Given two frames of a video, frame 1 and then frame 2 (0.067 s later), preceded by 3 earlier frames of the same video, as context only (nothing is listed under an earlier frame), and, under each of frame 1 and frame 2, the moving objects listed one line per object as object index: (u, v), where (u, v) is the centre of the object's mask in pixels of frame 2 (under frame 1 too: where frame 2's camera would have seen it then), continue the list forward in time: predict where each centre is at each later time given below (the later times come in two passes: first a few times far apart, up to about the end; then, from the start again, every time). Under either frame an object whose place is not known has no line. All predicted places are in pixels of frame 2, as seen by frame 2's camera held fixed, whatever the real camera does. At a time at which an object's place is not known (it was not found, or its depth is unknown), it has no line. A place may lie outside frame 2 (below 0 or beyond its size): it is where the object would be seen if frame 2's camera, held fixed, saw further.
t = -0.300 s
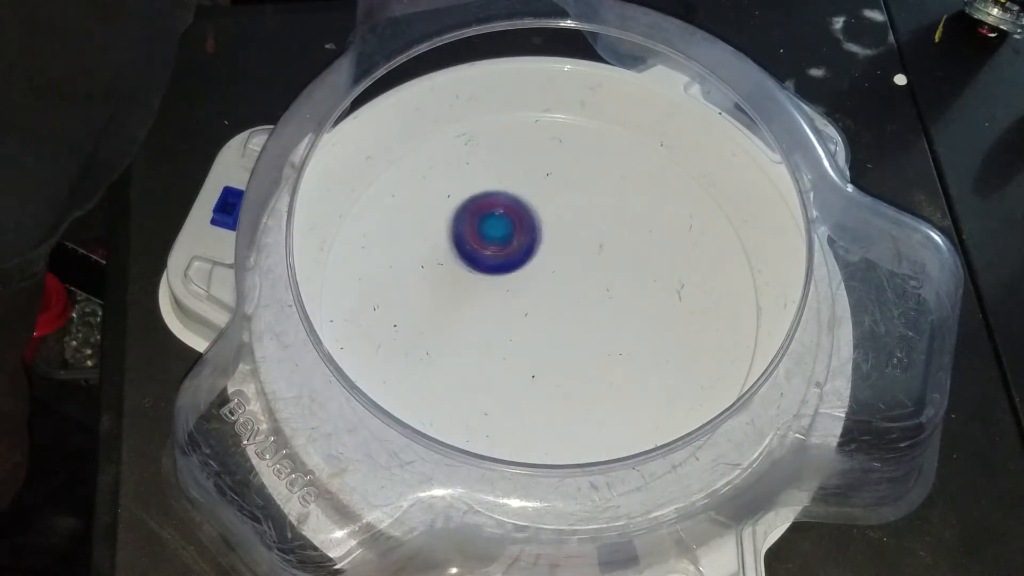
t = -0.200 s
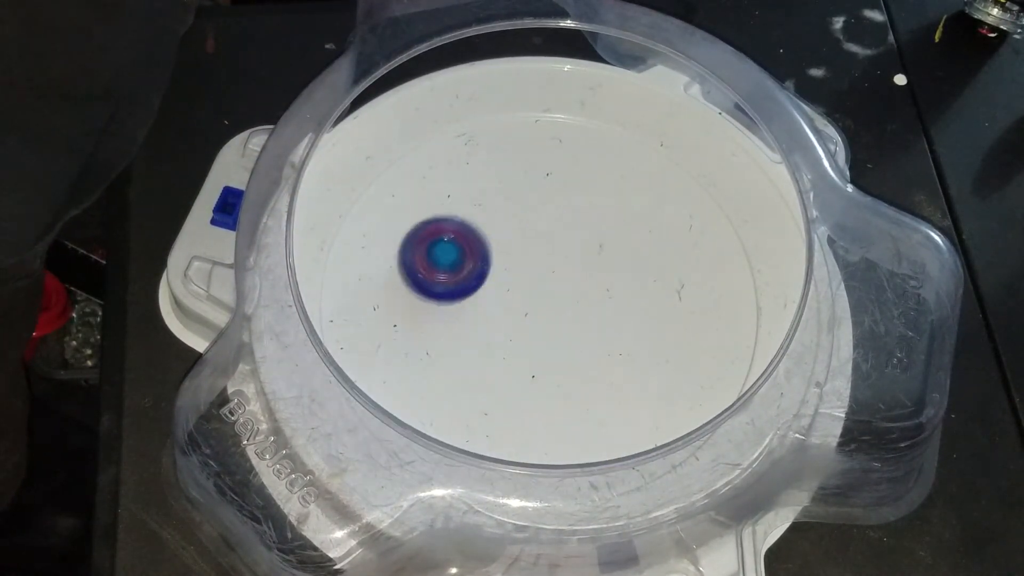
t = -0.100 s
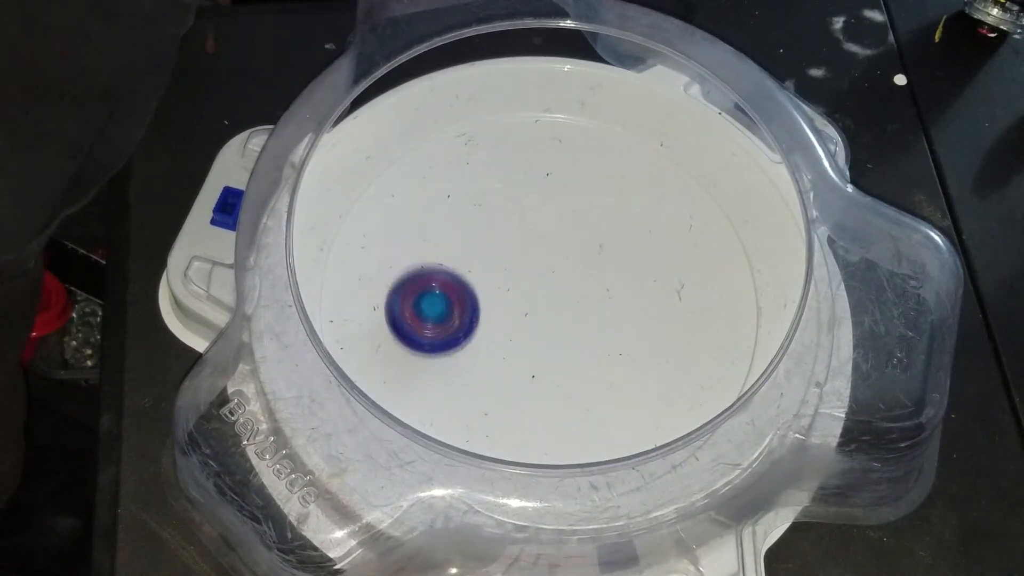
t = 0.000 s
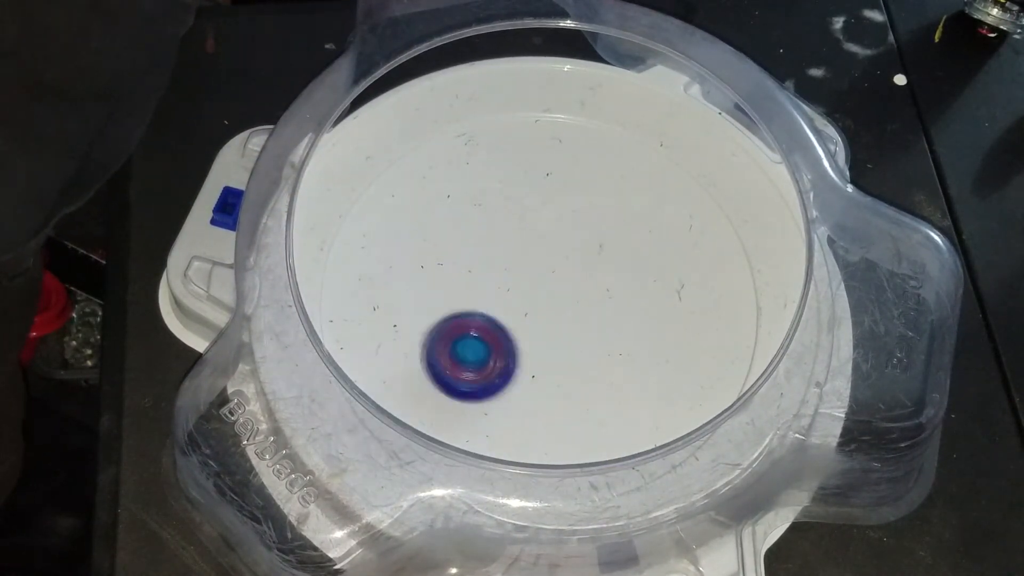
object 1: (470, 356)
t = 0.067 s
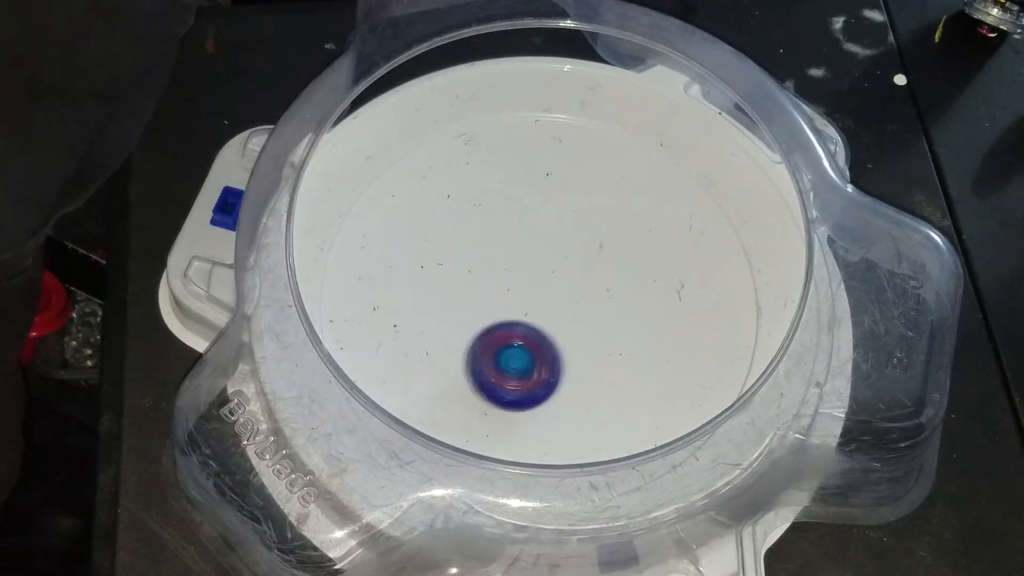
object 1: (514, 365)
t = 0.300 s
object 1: (597, 273)
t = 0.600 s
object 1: (462, 240)
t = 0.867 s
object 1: (525, 361)
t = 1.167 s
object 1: (613, 260)
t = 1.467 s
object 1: (467, 276)
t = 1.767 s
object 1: (567, 377)
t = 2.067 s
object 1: (572, 252)
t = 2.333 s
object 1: (446, 299)
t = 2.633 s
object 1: (566, 366)
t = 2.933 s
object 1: (546, 236)
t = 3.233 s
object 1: (449, 309)
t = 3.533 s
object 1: (590, 327)
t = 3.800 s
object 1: (541, 232)
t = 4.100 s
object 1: (480, 331)
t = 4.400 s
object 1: (601, 317)
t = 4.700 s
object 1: (507, 260)
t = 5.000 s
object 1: (510, 352)
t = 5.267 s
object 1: (572, 305)
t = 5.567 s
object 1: (499, 274)
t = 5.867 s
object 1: (516, 326)
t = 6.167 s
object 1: (546, 283)
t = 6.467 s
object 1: (503, 297)
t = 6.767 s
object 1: (551, 310)
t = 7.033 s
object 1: (528, 284)
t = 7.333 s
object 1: (523, 320)
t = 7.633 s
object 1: (543, 299)
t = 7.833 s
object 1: (515, 293)
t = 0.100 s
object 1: (537, 362)
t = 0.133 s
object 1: (557, 354)
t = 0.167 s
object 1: (575, 342)
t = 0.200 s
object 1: (588, 327)
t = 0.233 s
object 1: (596, 309)
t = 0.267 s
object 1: (600, 291)
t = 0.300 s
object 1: (597, 273)
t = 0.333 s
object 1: (591, 256)
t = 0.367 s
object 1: (581, 241)
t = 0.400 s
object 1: (566, 229)
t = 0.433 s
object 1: (551, 221)
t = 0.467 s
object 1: (531, 216)
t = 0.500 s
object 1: (513, 215)
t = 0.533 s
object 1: (493, 219)
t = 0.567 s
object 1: (476, 227)
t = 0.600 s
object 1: (462, 240)
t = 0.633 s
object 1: (451, 257)
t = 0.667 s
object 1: (448, 275)
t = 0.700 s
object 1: (448, 296)
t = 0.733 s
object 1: (456, 315)
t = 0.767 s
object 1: (468, 333)
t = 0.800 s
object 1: (484, 346)
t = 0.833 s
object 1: (505, 356)
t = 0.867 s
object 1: (525, 361)
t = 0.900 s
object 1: (548, 361)
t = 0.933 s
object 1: (569, 358)
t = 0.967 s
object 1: (586, 351)
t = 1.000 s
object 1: (603, 339)
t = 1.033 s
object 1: (614, 325)
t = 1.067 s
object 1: (621, 309)
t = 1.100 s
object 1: (623, 292)
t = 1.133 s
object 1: (620, 276)
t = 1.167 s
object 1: (613, 260)
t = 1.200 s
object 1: (602, 246)
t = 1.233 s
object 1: (587, 236)
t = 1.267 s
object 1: (568, 229)
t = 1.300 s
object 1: (549, 227)
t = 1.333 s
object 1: (529, 229)
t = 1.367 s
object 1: (508, 234)
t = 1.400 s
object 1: (491, 245)
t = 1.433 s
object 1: (477, 259)
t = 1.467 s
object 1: (467, 276)
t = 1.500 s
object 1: (463, 294)
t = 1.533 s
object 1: (463, 313)
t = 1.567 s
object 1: (467, 331)
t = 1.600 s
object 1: (478, 348)
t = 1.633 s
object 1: (492, 362)
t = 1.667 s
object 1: (508, 371)
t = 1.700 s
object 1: (529, 377)
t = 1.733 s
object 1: (548, 379)
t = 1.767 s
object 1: (567, 377)
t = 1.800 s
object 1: (585, 369)
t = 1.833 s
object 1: (600, 358)
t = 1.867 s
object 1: (610, 344)
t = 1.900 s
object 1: (616, 327)
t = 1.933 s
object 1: (617, 310)
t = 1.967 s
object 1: (612, 292)
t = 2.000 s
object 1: (602, 277)
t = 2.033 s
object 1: (588, 263)
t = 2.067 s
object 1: (572, 252)
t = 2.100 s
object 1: (554, 245)
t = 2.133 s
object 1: (532, 243)
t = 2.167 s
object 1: (511, 243)
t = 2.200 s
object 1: (493, 248)
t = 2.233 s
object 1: (476, 256)
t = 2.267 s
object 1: (461, 268)
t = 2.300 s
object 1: (451, 283)
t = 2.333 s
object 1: (446, 299)
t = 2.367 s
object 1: (445, 317)
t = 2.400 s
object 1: (448, 334)
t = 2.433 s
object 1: (456, 349)
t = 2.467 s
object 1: (471, 362)
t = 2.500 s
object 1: (488, 372)
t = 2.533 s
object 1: (507, 377)
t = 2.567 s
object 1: (527, 378)
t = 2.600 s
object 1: (548, 374)
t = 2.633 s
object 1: (566, 366)
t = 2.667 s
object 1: (581, 354)
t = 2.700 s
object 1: (591, 339)
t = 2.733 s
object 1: (597, 322)
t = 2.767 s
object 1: (598, 303)
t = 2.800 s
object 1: (596, 286)
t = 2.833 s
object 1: (588, 270)
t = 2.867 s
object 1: (576, 256)
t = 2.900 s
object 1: (562, 244)
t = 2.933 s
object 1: (546, 236)
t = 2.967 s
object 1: (529, 231)
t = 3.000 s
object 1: (511, 230)
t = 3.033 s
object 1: (494, 233)
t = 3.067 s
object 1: (478, 238)
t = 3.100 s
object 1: (464, 248)
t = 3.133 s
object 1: (455, 260)
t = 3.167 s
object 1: (449, 275)
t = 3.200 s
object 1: (447, 292)
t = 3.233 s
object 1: (449, 309)
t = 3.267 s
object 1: (457, 325)
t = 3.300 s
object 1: (469, 338)
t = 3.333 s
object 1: (486, 348)
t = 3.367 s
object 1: (506, 355)
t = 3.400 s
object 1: (525, 358)
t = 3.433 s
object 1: (544, 356)
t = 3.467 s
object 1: (562, 349)
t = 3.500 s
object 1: (578, 340)
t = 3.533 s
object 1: (590, 327)
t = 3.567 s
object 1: (598, 313)
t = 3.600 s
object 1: (601, 297)
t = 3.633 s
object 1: (600, 282)
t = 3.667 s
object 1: (595, 267)
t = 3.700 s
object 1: (585, 254)
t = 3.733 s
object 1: (573, 244)
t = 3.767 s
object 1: (557, 236)
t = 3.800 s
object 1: (541, 232)
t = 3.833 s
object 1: (524, 232)
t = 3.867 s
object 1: (508, 236)
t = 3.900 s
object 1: (493, 243)
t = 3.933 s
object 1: (481, 254)
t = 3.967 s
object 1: (472, 269)
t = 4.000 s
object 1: (467, 284)
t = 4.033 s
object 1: (466, 300)
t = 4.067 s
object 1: (471, 317)
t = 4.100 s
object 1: (480, 331)
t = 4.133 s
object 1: (493, 343)
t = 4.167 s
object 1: (508, 352)
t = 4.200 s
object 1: (525, 358)
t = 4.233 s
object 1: (543, 360)
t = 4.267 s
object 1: (560, 358)
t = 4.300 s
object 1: (575, 352)
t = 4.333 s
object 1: (587, 342)
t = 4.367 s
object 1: (596, 331)
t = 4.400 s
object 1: (601, 317)
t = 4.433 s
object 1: (601, 303)
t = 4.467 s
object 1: (598, 289)
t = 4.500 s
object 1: (590, 277)
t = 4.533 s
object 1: (580, 267)
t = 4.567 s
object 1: (567, 260)
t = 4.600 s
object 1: (552, 255)
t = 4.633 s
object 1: (537, 253)
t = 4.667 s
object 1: (521, 255)
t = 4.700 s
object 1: (507, 260)
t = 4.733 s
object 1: (495, 267)
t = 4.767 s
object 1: (485, 277)
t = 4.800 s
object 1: (478, 289)
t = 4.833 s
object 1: (475, 302)
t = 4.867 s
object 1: (475, 315)
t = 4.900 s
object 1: (480, 328)
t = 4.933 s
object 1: (488, 339)
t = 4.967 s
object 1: (498, 347)
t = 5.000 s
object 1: (510, 352)
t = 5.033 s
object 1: (524, 354)
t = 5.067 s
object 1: (536, 353)
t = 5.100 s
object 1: (548, 349)
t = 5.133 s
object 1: (558, 343)
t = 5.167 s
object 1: (566, 335)
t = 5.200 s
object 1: (571, 326)
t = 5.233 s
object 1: (573, 316)
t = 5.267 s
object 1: (572, 305)
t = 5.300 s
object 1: (568, 295)
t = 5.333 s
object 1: (563, 286)
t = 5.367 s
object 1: (555, 279)
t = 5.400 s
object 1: (546, 273)
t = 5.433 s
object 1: (536, 269)
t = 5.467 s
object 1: (526, 267)
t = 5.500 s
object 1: (516, 268)
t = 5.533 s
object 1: (507, 270)
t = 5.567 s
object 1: (499, 274)
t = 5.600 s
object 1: (492, 280)
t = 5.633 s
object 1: (488, 287)
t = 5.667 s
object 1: (486, 295)
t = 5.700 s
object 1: (487, 302)
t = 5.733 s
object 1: (490, 309)
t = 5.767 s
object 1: (494, 316)
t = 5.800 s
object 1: (500, 321)
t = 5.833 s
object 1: (508, 324)
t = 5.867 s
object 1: (516, 326)
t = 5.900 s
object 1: (525, 326)
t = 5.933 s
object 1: (533, 324)
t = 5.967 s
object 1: (540, 320)
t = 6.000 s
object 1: (545, 315)
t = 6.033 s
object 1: (549, 309)
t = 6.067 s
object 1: (551, 302)
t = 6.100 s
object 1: (551, 295)
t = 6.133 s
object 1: (549, 289)
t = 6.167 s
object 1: (546, 283)
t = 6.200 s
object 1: (541, 278)
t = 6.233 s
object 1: (535, 275)
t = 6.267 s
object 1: (529, 273)
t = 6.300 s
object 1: (522, 273)
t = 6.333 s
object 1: (515, 275)
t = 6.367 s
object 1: (510, 279)
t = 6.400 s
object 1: (506, 284)
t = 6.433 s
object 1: (503, 290)
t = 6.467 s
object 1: (503, 297)
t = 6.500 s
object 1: (506, 303)
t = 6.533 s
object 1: (510, 309)
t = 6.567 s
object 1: (515, 313)
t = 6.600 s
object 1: (522, 316)
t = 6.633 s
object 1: (529, 318)
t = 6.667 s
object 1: (536, 318)
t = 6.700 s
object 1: (542, 316)
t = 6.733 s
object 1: (547, 314)
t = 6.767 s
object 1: (551, 310)
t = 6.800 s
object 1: (553, 305)
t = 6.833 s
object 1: (554, 300)
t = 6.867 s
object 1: (554, 295)
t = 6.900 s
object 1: (552, 290)
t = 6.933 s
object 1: (547, 286)
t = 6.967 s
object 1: (541, 284)
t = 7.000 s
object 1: (535, 283)
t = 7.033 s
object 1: (528, 284)
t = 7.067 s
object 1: (524, 286)
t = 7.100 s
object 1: (519, 289)
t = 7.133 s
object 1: (516, 292)
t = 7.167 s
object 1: (513, 297)
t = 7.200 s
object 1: (512, 302)
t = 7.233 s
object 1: (512, 308)
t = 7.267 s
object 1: (514, 313)
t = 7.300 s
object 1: (518, 317)
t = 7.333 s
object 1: (523, 320)
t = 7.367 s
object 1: (528, 321)
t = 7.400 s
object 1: (532, 322)
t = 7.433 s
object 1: (537, 321)
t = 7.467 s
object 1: (541, 319)
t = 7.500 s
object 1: (545, 316)
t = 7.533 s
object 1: (547, 312)
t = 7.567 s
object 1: (548, 307)
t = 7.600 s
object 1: (546, 303)
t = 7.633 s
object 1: (543, 299)
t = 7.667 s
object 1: (540, 296)
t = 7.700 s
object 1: (536, 293)
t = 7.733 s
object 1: (531, 291)
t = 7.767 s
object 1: (526, 290)
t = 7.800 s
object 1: (520, 291)
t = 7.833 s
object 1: (515, 293)
